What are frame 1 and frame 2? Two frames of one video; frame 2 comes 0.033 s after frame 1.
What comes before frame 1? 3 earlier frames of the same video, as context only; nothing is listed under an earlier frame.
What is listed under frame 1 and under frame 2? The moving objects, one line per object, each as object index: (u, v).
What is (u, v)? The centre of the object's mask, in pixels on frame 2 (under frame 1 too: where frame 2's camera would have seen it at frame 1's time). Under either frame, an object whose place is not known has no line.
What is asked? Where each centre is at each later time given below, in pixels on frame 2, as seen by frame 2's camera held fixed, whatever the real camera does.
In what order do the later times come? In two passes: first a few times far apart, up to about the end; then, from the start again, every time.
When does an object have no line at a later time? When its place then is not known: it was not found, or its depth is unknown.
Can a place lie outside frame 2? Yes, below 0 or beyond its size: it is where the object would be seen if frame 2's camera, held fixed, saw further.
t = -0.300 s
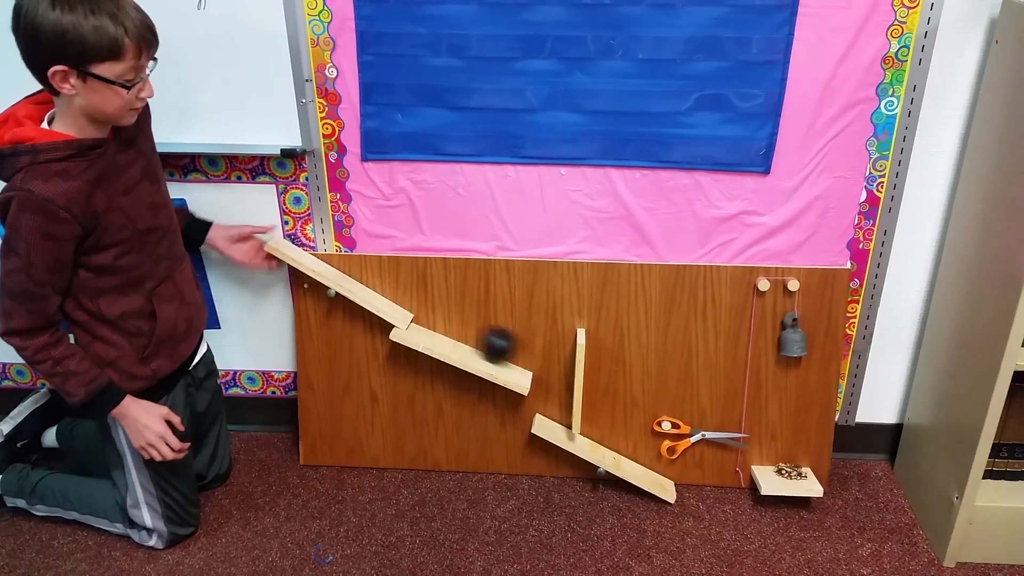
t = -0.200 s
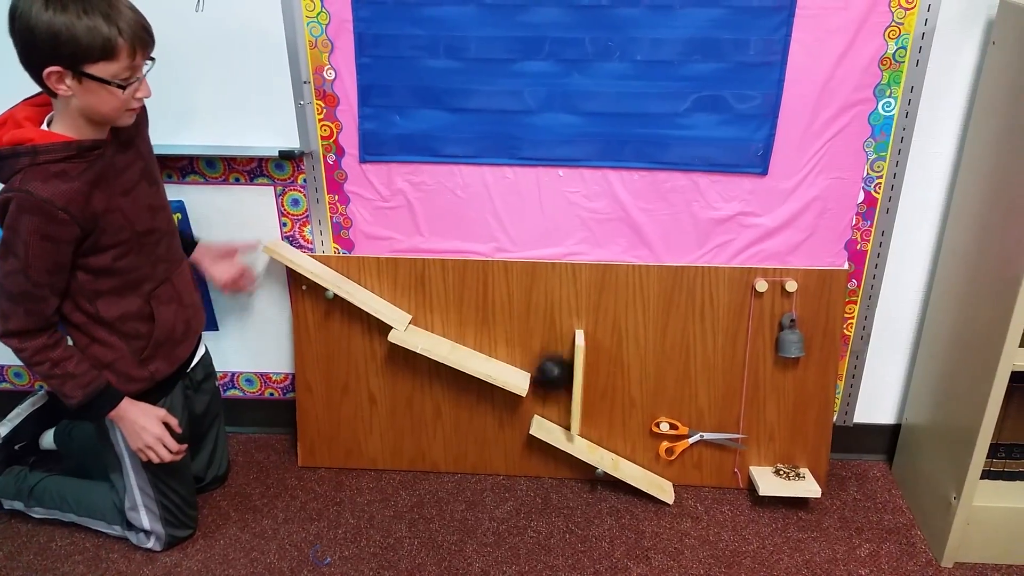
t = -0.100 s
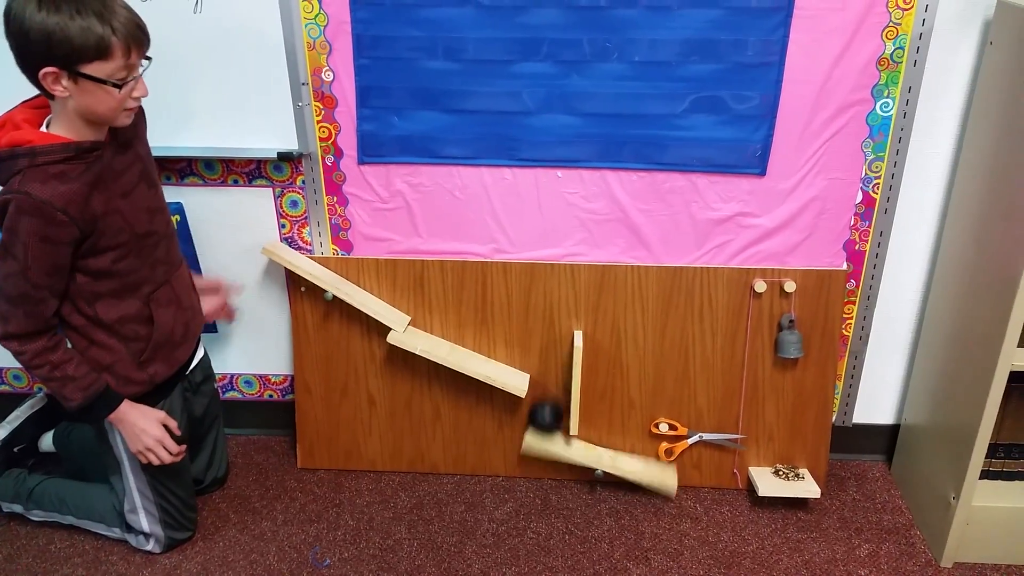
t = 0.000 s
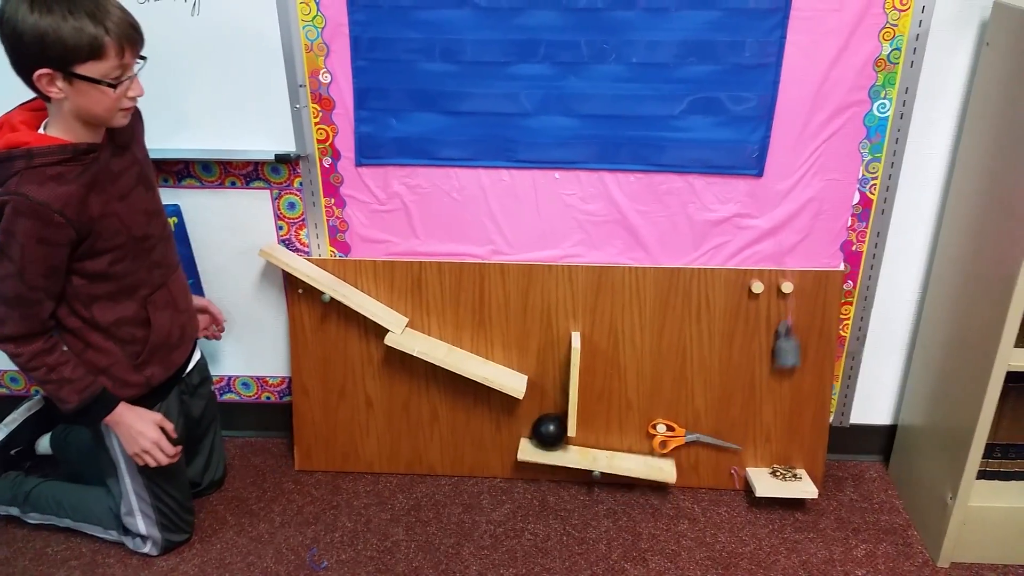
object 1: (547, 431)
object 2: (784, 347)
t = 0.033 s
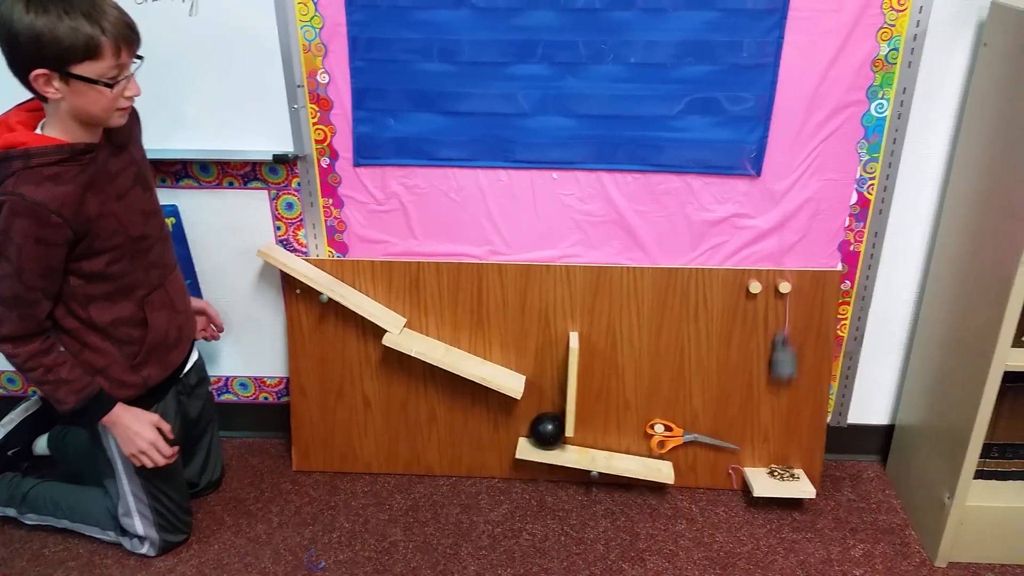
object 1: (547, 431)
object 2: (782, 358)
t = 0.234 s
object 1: (541, 439)
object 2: (771, 449)
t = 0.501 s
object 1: (528, 440)
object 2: (752, 460)
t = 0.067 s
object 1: (546, 432)
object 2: (781, 374)
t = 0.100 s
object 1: (544, 435)
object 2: (780, 394)
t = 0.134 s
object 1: (544, 438)
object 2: (778, 418)
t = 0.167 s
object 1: (543, 436)
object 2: (776, 446)
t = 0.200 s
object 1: (542, 436)
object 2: (774, 452)
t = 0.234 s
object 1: (541, 439)
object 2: (771, 449)
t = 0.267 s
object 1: (540, 439)
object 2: (767, 449)
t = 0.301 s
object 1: (538, 438)
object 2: (765, 452)
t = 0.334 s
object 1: (536, 439)
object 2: (762, 453)
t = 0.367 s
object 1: (535, 439)
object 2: (760, 453)
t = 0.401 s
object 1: (534, 439)
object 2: (757, 453)
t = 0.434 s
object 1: (532, 439)
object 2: (754, 453)
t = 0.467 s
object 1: (530, 439)
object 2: (751, 455)
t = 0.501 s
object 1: (528, 440)
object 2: (752, 460)
